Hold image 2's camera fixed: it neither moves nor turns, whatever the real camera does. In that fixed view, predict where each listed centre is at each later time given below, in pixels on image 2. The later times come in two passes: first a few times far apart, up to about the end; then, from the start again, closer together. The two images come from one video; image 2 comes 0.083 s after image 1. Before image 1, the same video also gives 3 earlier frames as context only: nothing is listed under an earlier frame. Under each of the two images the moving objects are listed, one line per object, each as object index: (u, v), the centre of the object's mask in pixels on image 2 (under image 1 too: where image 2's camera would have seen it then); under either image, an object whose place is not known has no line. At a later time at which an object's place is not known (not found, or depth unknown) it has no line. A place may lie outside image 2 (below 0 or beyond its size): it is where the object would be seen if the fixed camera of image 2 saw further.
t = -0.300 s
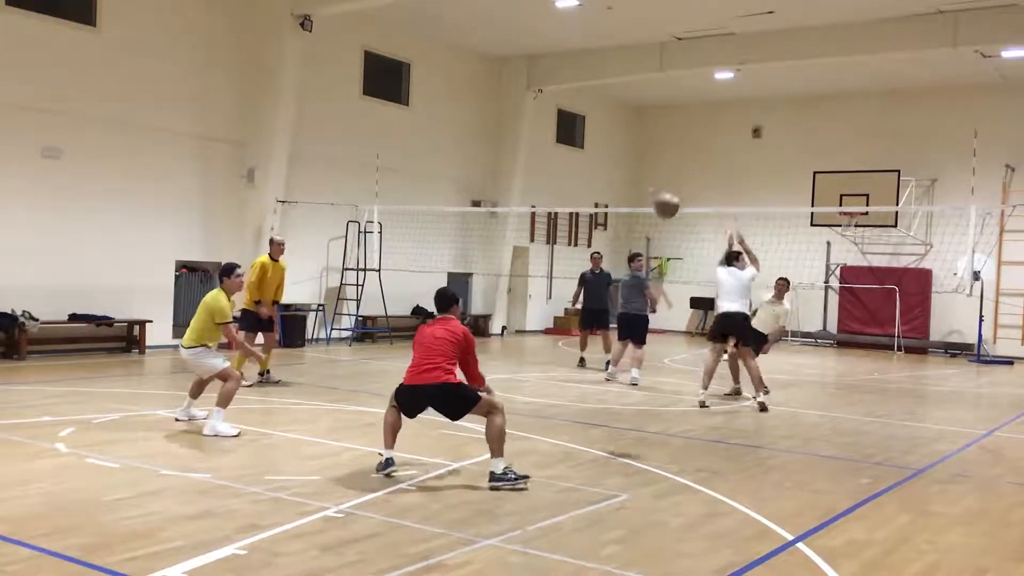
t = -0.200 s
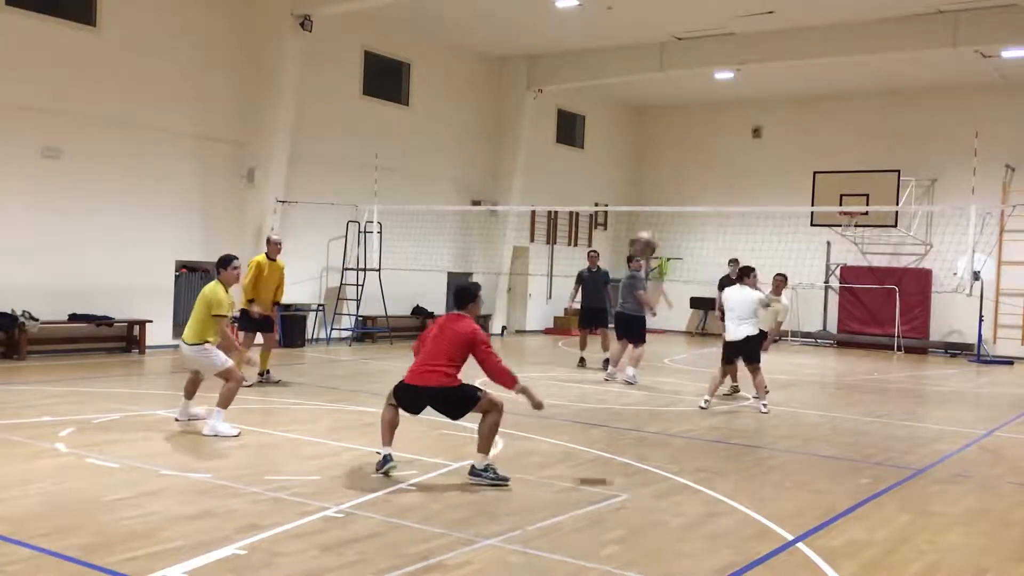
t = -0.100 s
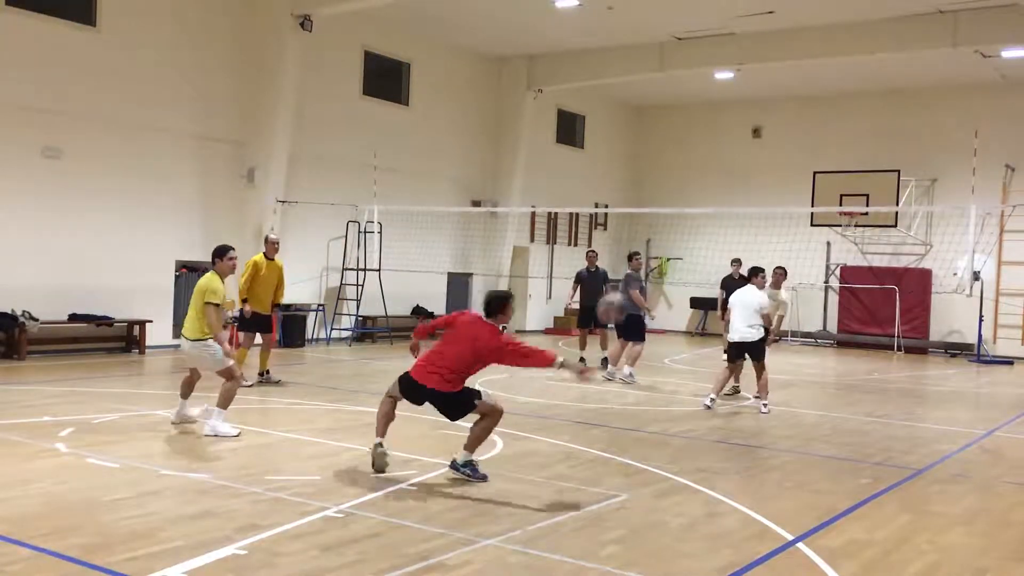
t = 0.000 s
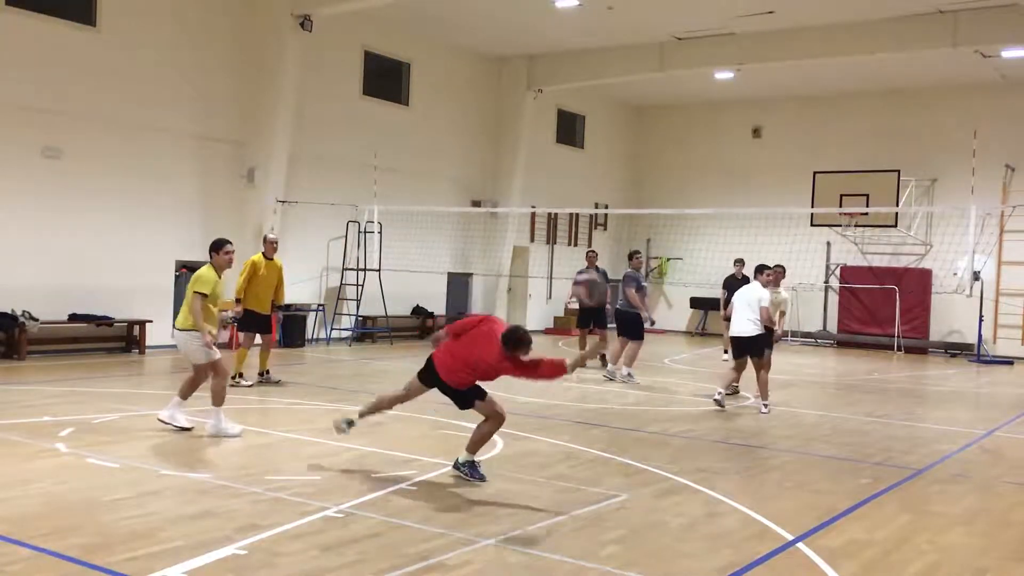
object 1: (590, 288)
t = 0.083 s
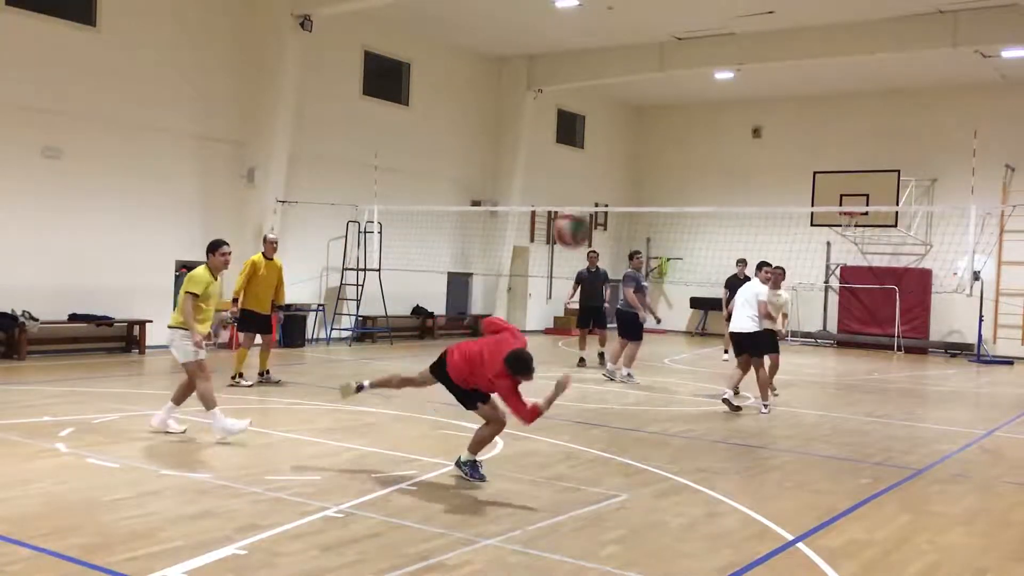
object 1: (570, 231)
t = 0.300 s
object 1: (498, 101)
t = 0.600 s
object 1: (278, 54)
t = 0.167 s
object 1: (548, 175)
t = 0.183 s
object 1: (542, 166)
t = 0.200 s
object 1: (537, 156)
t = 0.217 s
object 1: (532, 147)
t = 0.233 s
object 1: (526, 137)
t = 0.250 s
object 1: (518, 127)
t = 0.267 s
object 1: (512, 118)
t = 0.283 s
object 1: (505, 109)
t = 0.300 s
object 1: (498, 101)
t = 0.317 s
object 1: (490, 94)
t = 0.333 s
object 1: (482, 85)
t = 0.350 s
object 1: (474, 79)
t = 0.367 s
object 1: (464, 72)
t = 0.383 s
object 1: (456, 66)
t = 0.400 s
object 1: (446, 62)
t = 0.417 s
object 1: (436, 57)
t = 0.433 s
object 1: (424, 52)
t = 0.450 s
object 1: (413, 48)
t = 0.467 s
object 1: (400, 45)
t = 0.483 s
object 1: (388, 43)
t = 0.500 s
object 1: (375, 42)
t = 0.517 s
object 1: (360, 41)
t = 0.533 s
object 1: (345, 41)
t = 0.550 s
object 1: (330, 43)
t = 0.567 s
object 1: (313, 45)
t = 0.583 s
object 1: (295, 50)
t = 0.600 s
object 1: (278, 54)
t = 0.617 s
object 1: (259, 60)
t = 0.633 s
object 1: (238, 67)
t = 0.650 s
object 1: (216, 78)
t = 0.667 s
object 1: (191, 88)
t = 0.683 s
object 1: (165, 102)
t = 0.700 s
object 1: (138, 117)
